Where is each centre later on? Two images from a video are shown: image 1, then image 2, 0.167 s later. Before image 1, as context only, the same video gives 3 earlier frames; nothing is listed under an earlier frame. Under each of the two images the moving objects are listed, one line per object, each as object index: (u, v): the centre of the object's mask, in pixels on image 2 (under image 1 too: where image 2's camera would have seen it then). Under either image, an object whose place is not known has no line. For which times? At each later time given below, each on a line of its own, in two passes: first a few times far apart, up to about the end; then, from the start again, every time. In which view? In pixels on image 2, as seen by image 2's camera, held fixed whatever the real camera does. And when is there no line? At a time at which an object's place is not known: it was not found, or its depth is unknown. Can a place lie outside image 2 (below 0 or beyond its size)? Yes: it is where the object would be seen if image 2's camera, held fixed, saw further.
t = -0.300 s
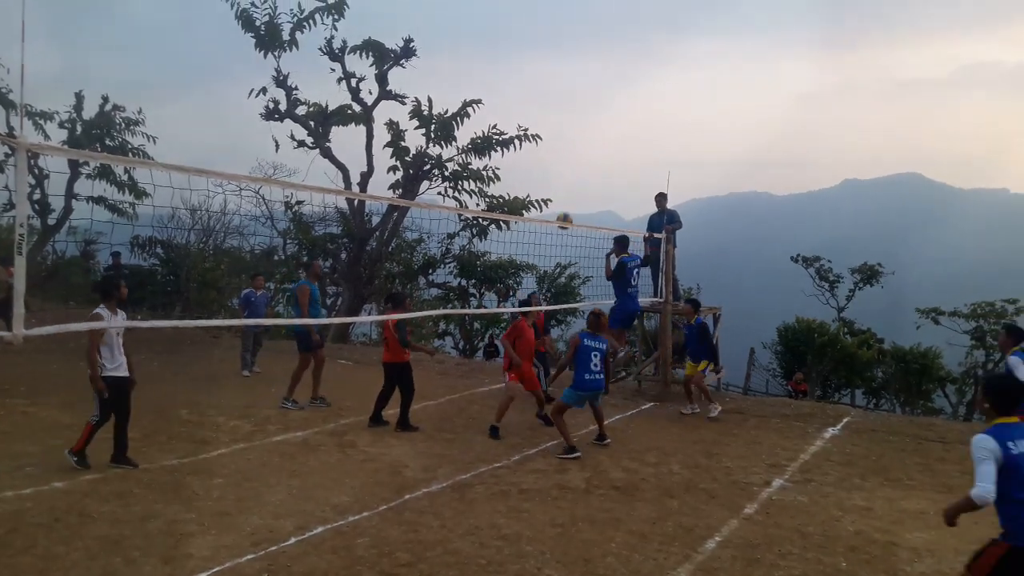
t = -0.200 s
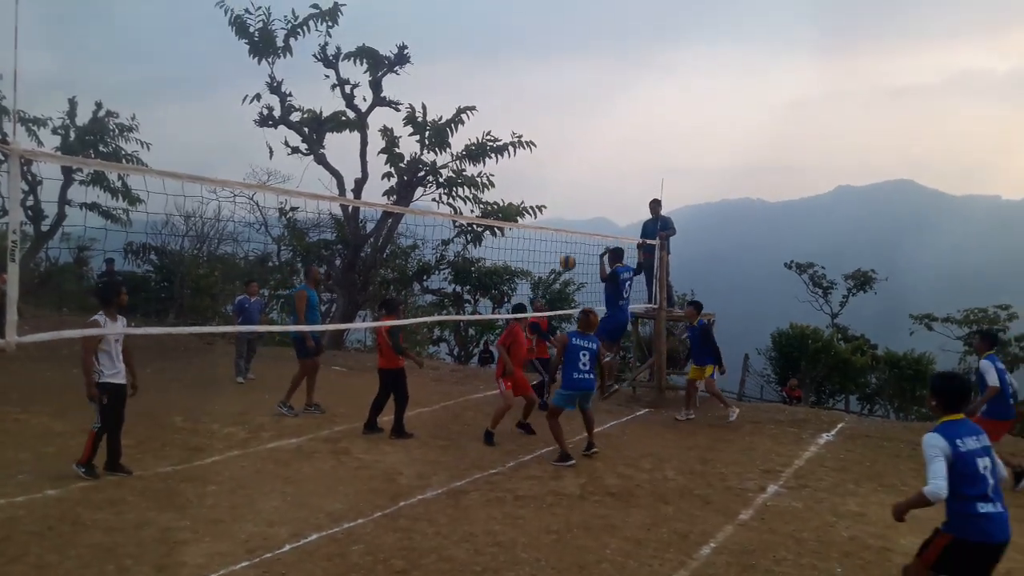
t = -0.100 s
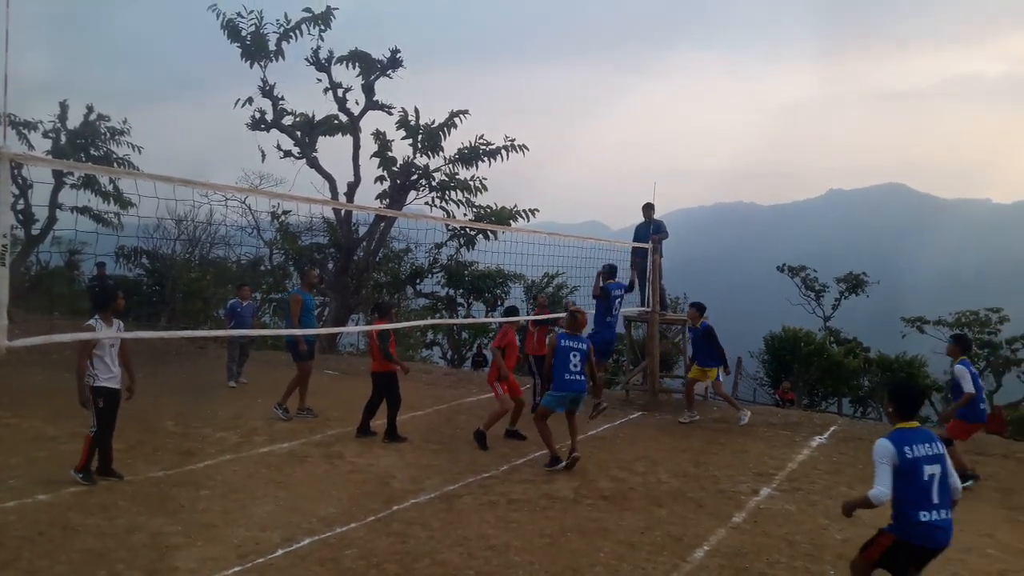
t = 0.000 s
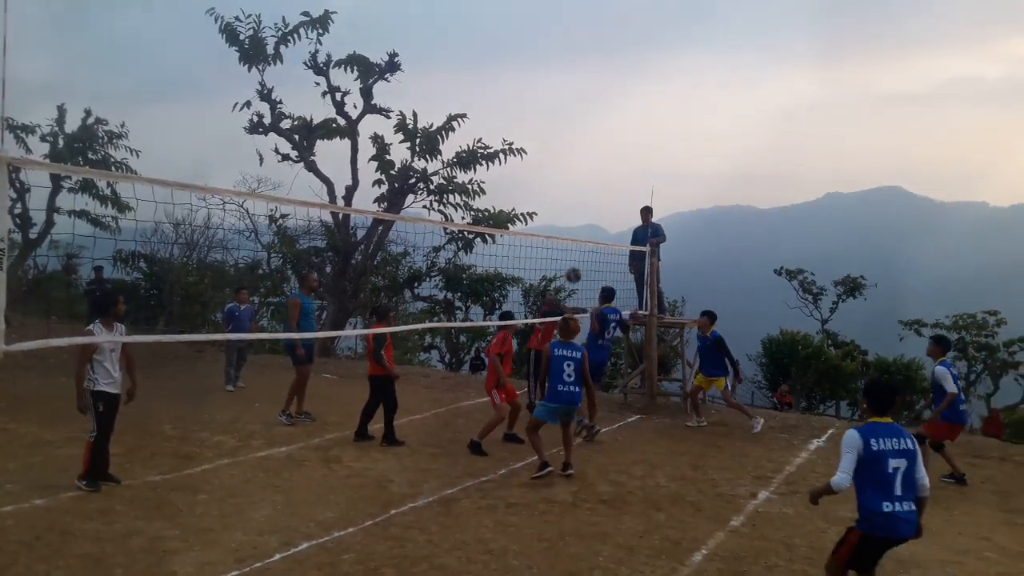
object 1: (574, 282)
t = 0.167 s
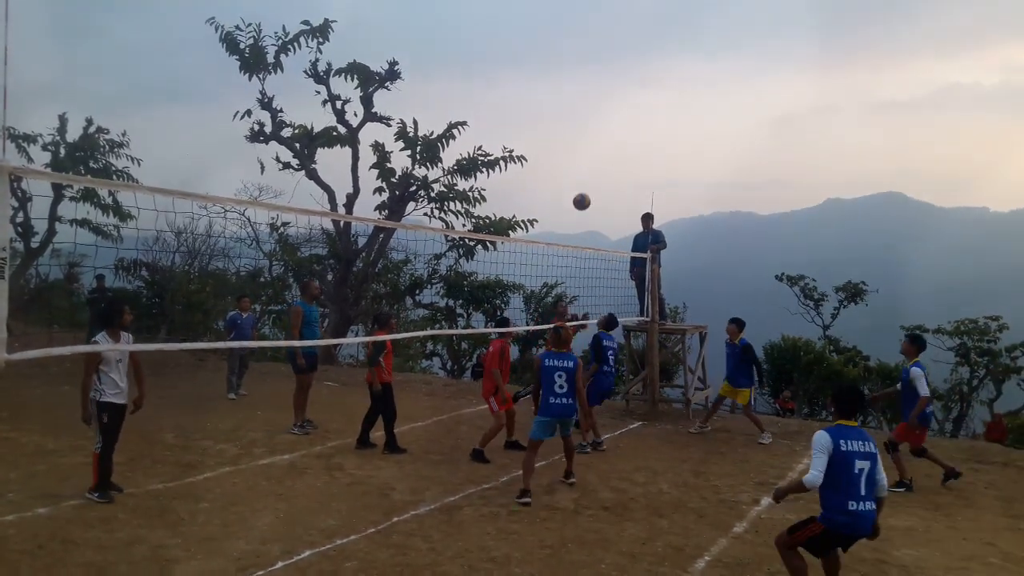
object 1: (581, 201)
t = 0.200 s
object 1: (583, 187)
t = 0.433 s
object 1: (590, 100)
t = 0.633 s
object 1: (598, 57)
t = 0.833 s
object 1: (602, 50)
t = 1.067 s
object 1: (604, 107)
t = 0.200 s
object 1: (583, 187)
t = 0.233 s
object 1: (584, 173)
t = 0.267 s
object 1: (584, 159)
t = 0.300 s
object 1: (585, 146)
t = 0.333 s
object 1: (587, 134)
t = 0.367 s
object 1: (588, 122)
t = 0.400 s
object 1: (589, 111)
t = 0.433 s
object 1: (590, 100)
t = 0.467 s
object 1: (591, 91)
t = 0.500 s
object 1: (592, 82)
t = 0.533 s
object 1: (593, 75)
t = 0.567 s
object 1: (595, 68)
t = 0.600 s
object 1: (597, 63)
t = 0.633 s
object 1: (598, 57)
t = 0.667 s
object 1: (599, 54)
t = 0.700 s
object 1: (599, 51)
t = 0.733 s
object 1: (600, 49)
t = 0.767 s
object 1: (602, 48)
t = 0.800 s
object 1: (601, 49)
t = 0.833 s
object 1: (602, 50)
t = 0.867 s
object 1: (604, 55)
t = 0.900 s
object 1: (604, 59)
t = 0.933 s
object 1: (603, 65)
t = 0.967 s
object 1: (604, 73)
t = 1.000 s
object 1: (604, 82)
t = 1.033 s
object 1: (605, 94)
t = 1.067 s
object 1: (604, 107)
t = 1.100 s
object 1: (605, 122)
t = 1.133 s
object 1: (605, 140)
